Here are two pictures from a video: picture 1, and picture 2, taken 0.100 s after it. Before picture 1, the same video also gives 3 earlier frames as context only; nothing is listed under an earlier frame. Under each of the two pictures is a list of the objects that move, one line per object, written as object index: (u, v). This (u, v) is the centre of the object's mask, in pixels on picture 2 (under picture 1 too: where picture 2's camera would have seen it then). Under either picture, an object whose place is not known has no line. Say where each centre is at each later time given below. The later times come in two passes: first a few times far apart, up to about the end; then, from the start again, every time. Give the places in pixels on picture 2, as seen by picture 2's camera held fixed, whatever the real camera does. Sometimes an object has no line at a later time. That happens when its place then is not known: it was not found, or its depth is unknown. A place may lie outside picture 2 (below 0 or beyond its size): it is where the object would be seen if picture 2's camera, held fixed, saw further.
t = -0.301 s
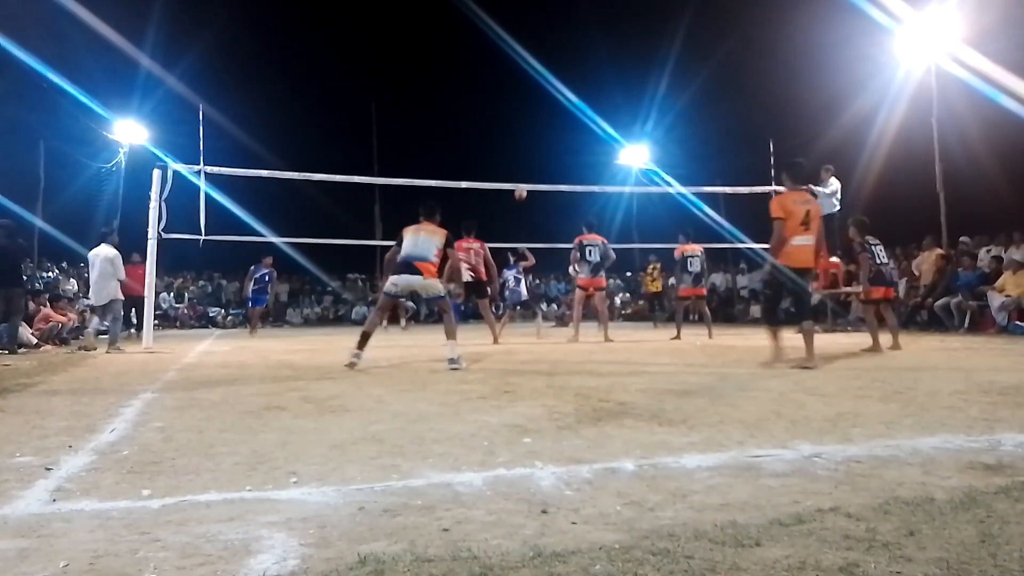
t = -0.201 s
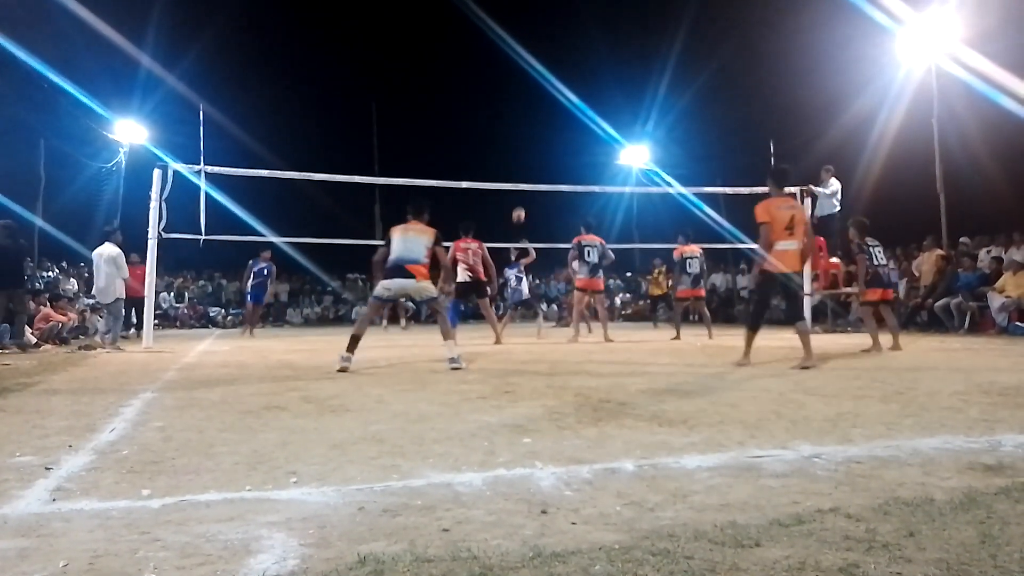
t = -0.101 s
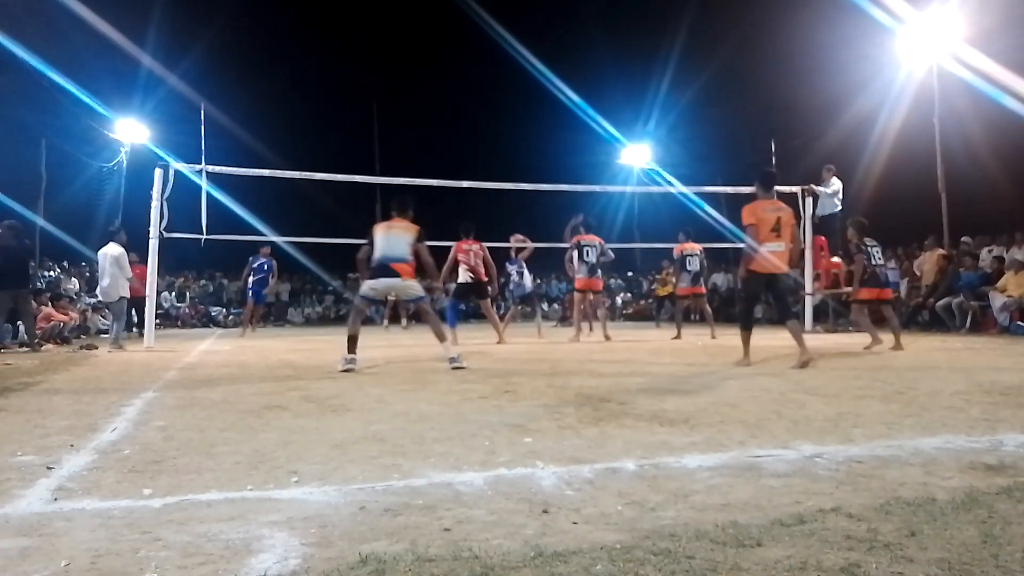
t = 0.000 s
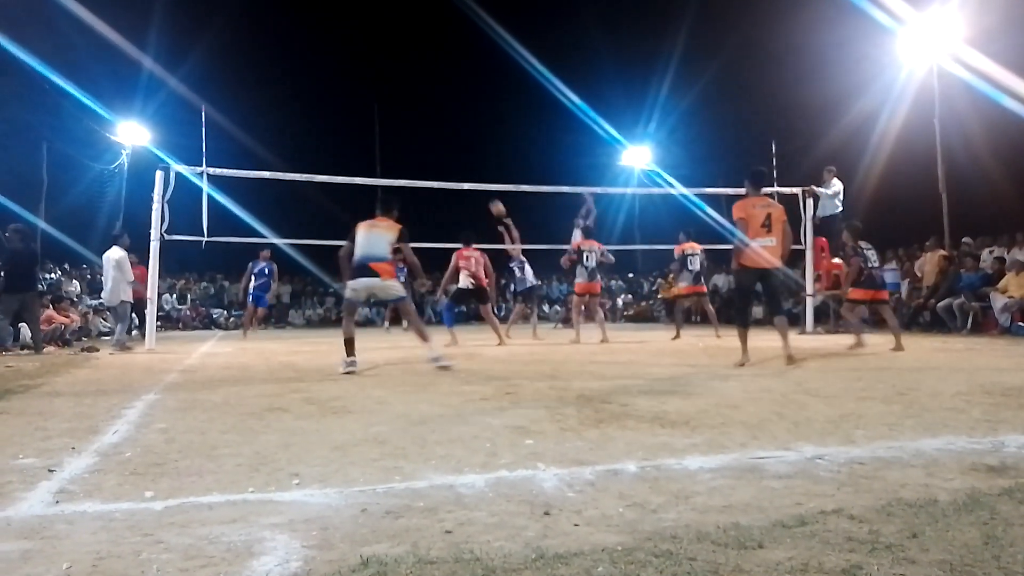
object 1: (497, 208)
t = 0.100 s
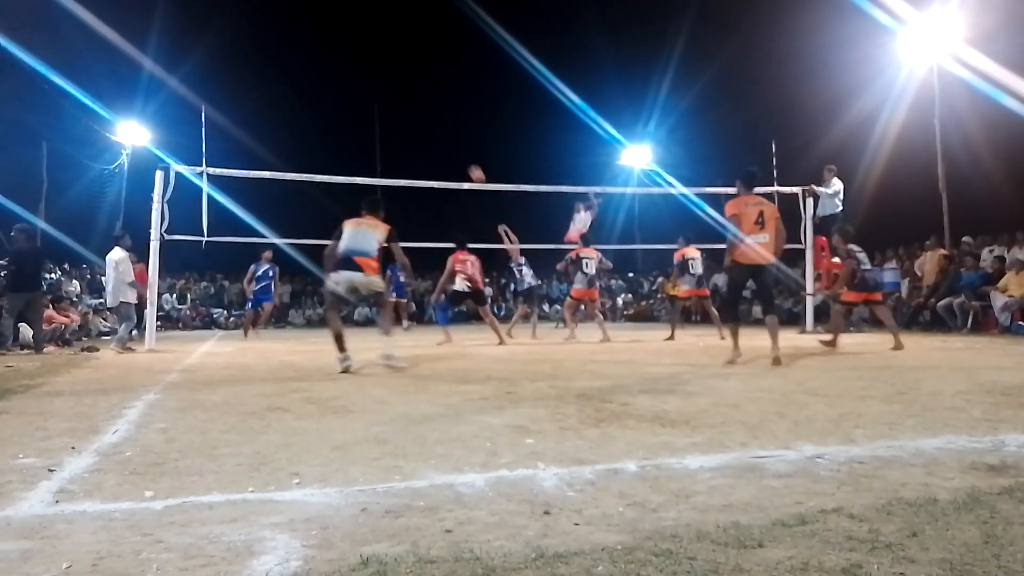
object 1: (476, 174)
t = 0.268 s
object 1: (441, 130)
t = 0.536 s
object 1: (387, 93)
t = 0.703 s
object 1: (353, 91)
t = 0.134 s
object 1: (469, 164)
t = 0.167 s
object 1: (463, 155)
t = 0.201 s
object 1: (455, 145)
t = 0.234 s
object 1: (448, 138)
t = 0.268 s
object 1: (441, 130)
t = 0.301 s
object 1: (435, 123)
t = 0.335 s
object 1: (428, 117)
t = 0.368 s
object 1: (421, 111)
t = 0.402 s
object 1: (414, 106)
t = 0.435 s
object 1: (407, 101)
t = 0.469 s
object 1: (400, 98)
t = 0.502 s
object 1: (393, 95)
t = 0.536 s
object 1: (387, 93)
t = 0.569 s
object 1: (379, 91)
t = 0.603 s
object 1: (373, 90)
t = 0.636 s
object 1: (366, 90)
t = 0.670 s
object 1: (359, 90)
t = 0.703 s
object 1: (353, 91)
